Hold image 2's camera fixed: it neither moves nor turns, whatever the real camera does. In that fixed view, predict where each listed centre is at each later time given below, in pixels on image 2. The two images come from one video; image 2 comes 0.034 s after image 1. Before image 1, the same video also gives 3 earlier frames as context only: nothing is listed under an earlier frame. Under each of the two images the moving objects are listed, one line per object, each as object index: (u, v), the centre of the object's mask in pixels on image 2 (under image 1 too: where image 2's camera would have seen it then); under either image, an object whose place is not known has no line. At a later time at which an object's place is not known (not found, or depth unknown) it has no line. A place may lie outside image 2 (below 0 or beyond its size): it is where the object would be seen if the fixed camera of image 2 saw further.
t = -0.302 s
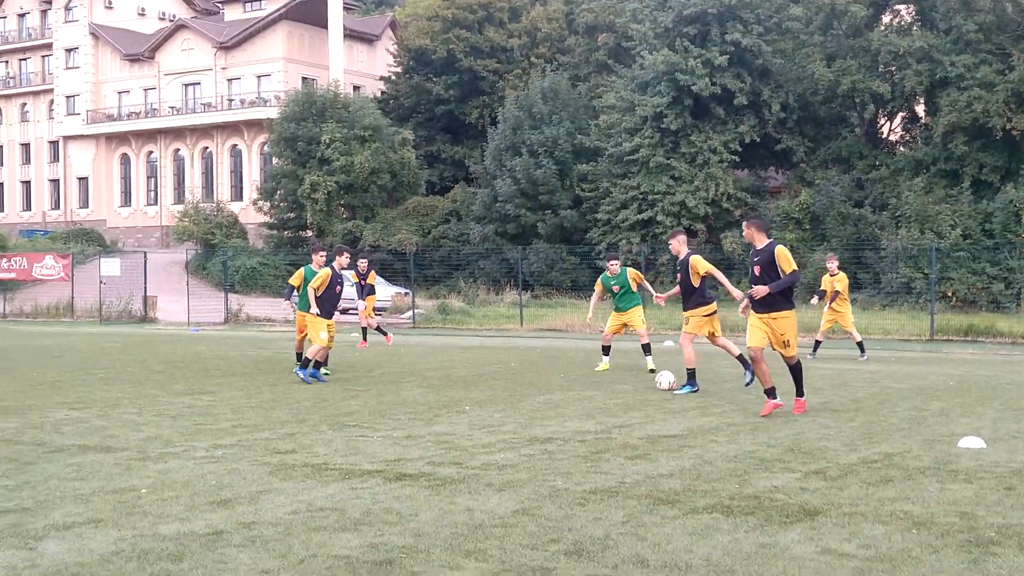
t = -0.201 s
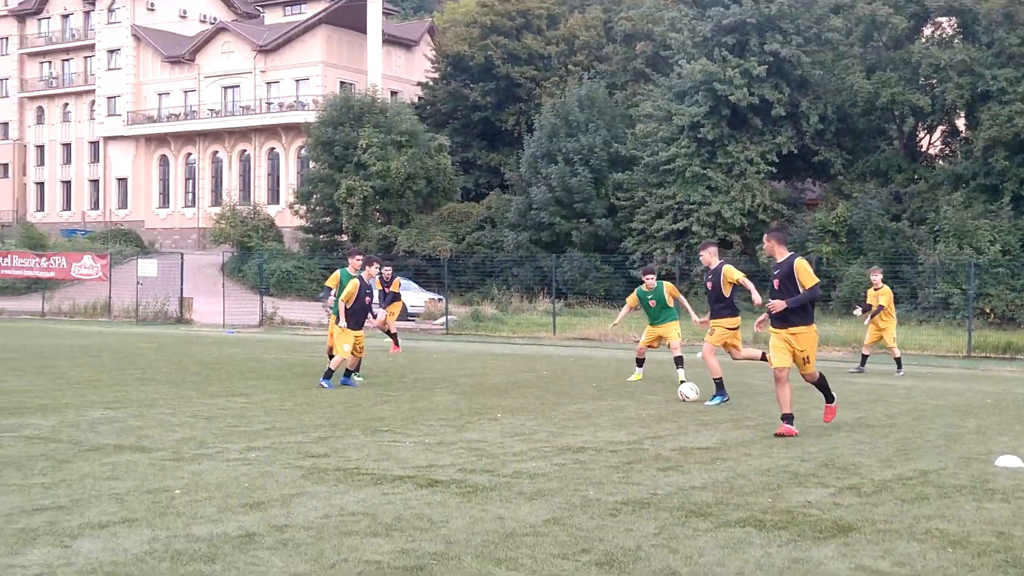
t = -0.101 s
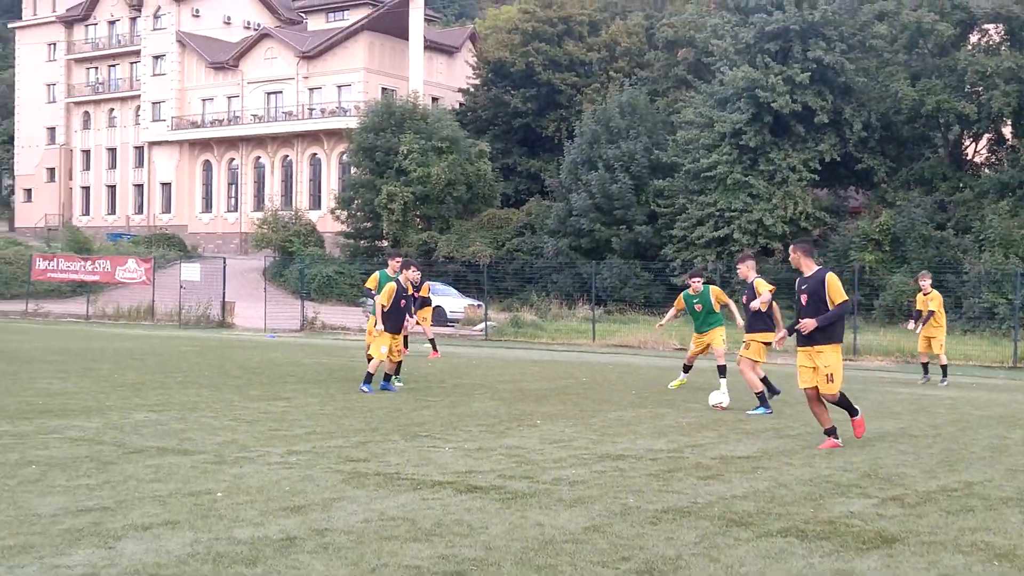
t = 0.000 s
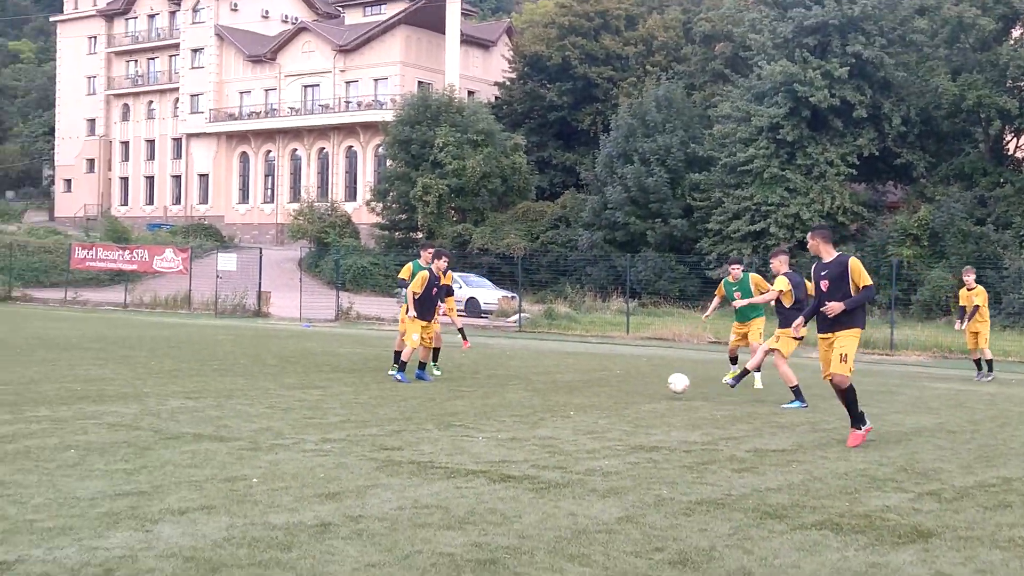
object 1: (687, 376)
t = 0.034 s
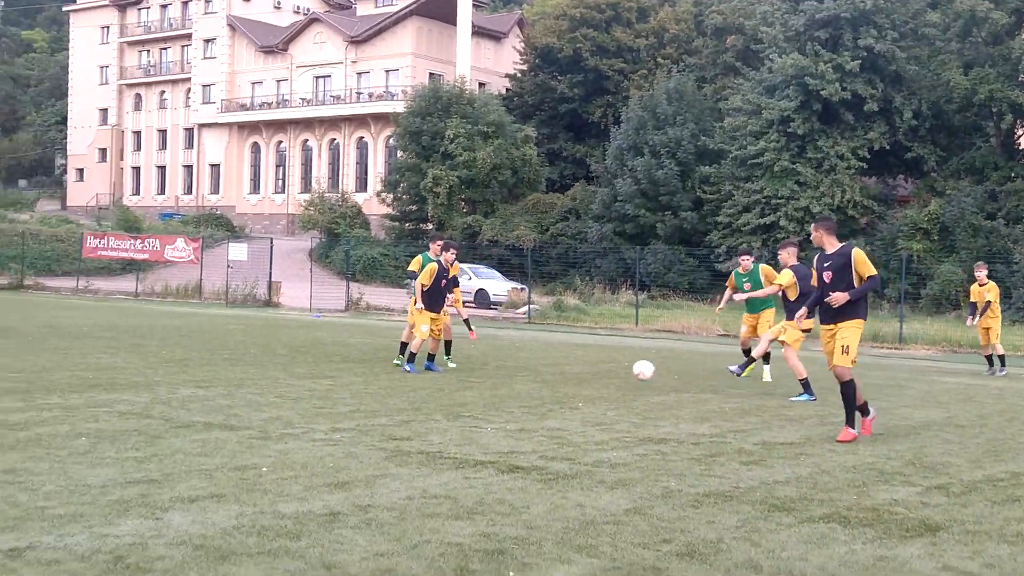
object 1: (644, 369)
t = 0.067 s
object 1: (600, 367)
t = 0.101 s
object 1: (558, 363)
